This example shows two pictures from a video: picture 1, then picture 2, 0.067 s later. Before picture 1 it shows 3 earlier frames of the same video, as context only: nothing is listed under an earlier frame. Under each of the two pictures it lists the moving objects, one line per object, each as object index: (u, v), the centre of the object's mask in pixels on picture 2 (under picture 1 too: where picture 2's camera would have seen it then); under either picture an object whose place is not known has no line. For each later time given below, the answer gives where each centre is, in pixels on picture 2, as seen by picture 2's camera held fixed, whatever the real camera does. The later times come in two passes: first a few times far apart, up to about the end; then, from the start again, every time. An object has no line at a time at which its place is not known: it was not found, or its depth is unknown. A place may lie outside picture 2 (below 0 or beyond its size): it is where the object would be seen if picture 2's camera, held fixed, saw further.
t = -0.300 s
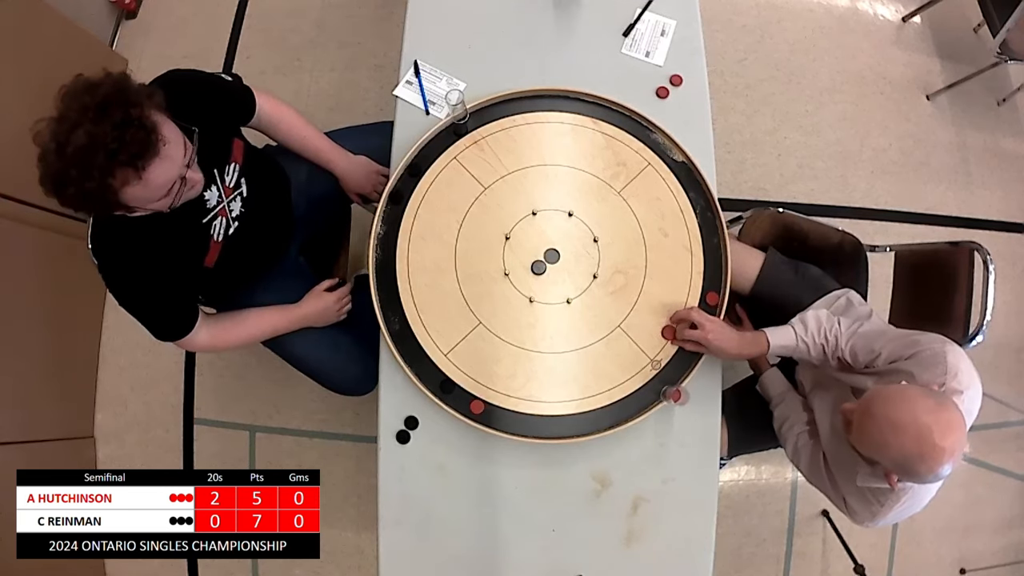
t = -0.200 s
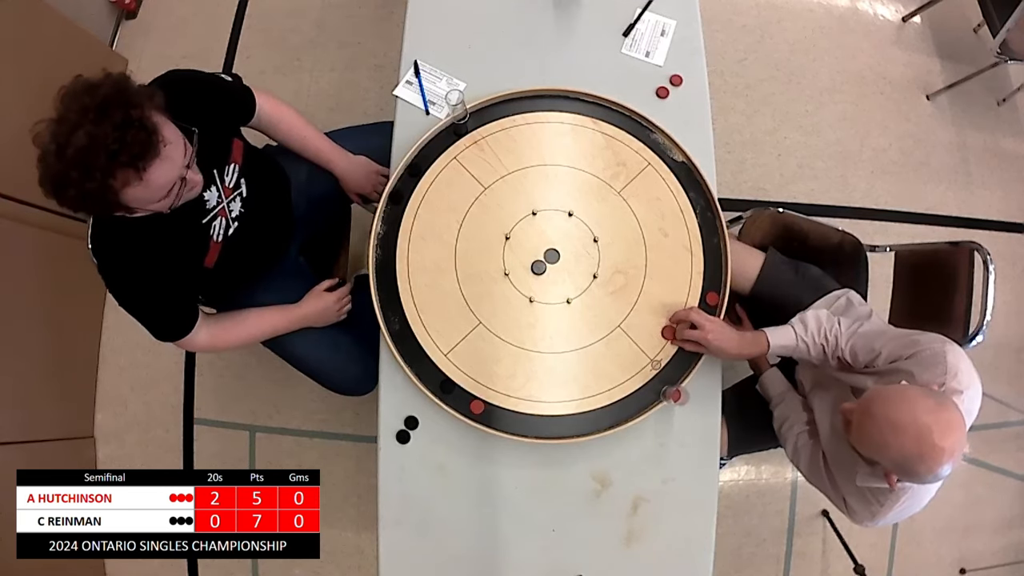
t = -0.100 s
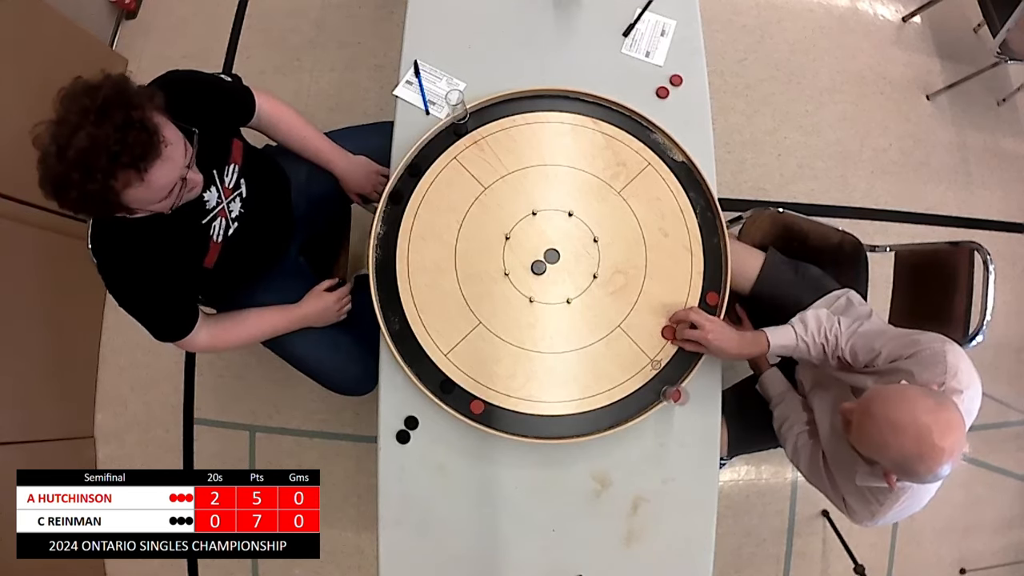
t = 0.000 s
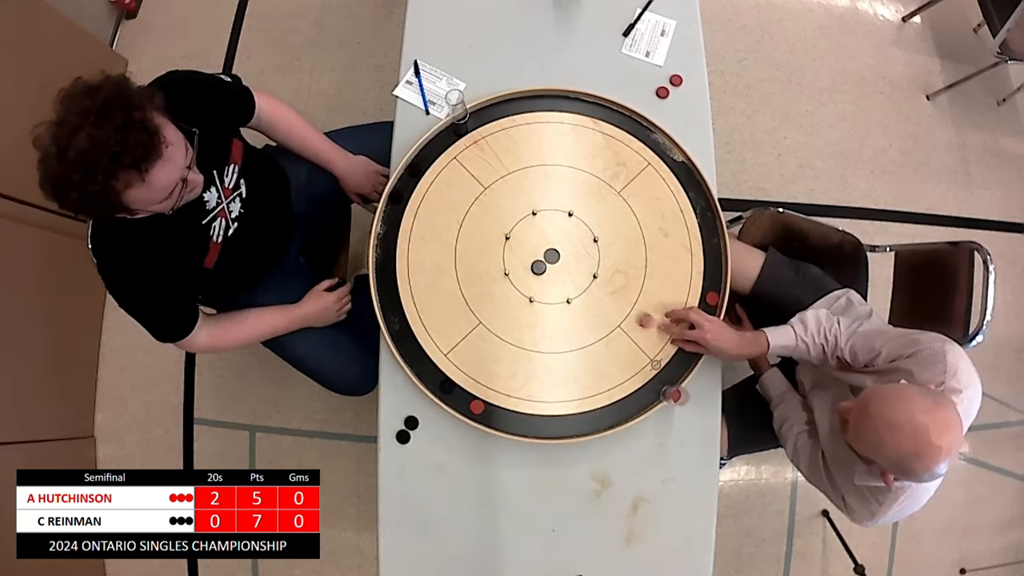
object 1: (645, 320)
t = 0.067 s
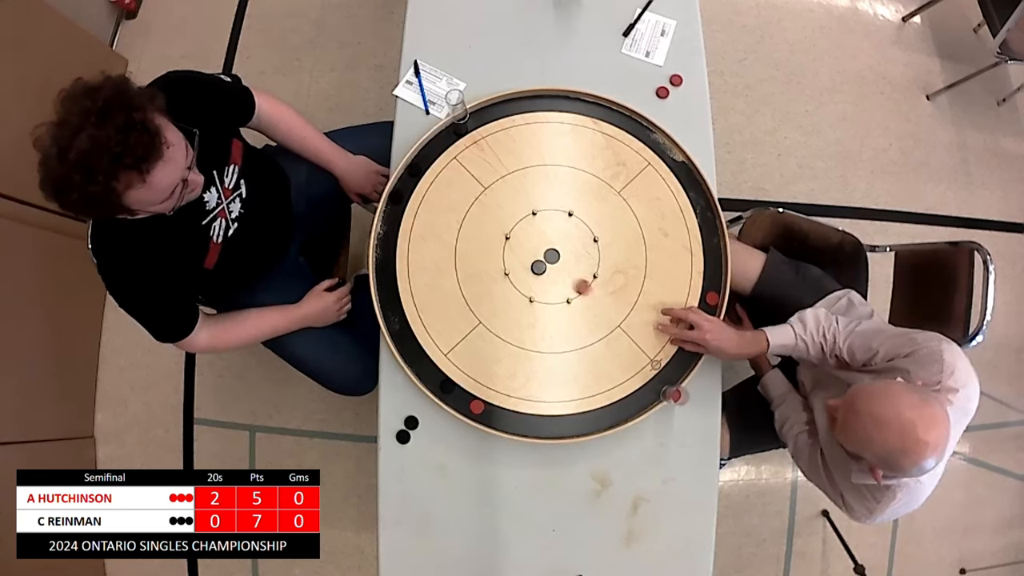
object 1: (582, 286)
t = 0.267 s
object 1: (551, 256)
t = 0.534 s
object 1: (551, 256)
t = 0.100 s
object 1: (570, 280)
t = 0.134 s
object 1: (553, 270)
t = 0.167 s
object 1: (552, 263)
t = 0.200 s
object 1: (551, 261)
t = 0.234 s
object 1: (551, 256)
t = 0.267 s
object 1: (551, 256)
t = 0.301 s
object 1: (551, 256)
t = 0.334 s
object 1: (551, 256)
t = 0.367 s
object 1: (551, 256)
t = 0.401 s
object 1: (551, 256)
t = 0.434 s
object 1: (551, 256)
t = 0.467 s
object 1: (551, 256)
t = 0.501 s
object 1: (551, 256)
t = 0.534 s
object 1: (551, 256)
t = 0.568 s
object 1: (551, 256)
